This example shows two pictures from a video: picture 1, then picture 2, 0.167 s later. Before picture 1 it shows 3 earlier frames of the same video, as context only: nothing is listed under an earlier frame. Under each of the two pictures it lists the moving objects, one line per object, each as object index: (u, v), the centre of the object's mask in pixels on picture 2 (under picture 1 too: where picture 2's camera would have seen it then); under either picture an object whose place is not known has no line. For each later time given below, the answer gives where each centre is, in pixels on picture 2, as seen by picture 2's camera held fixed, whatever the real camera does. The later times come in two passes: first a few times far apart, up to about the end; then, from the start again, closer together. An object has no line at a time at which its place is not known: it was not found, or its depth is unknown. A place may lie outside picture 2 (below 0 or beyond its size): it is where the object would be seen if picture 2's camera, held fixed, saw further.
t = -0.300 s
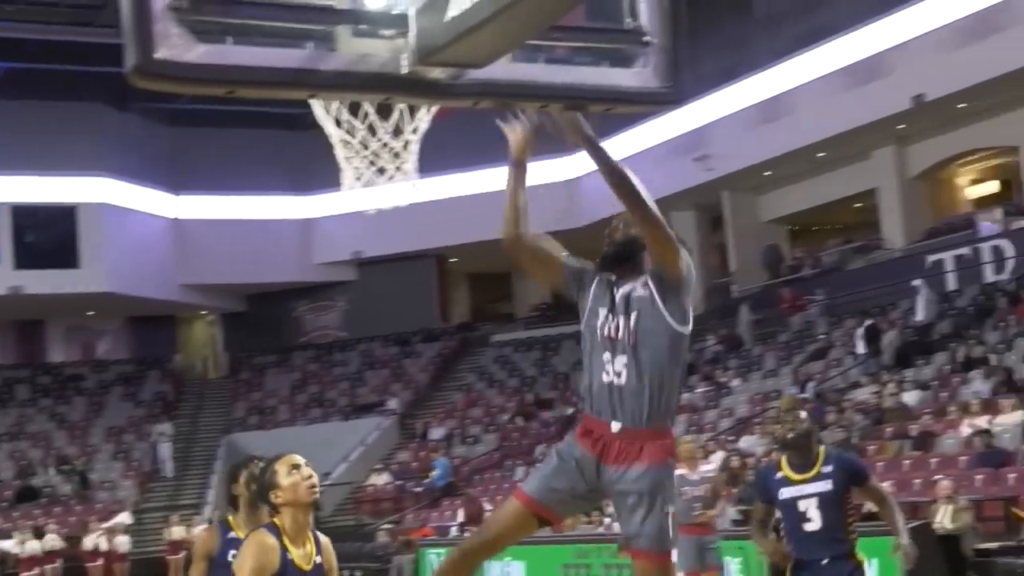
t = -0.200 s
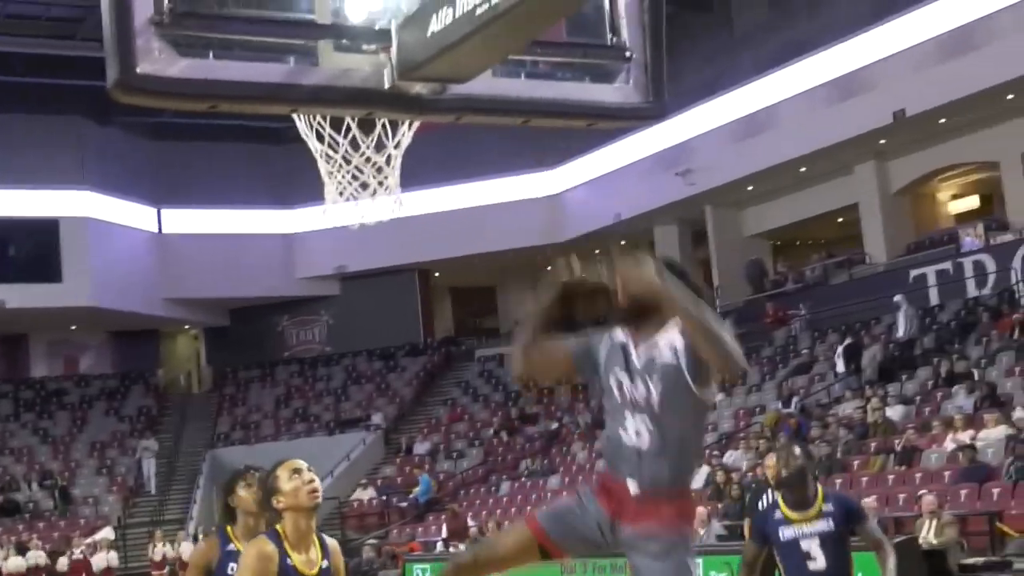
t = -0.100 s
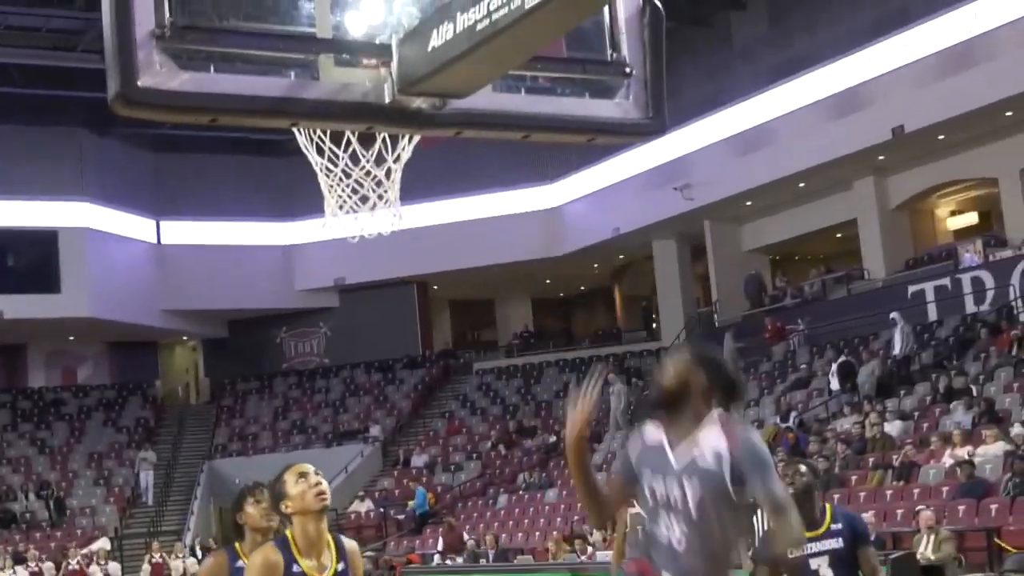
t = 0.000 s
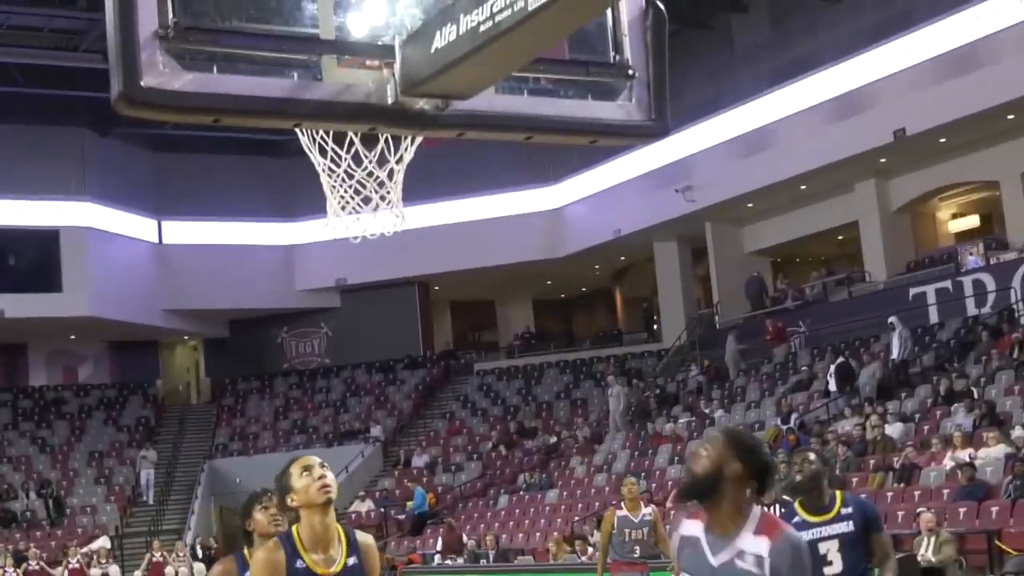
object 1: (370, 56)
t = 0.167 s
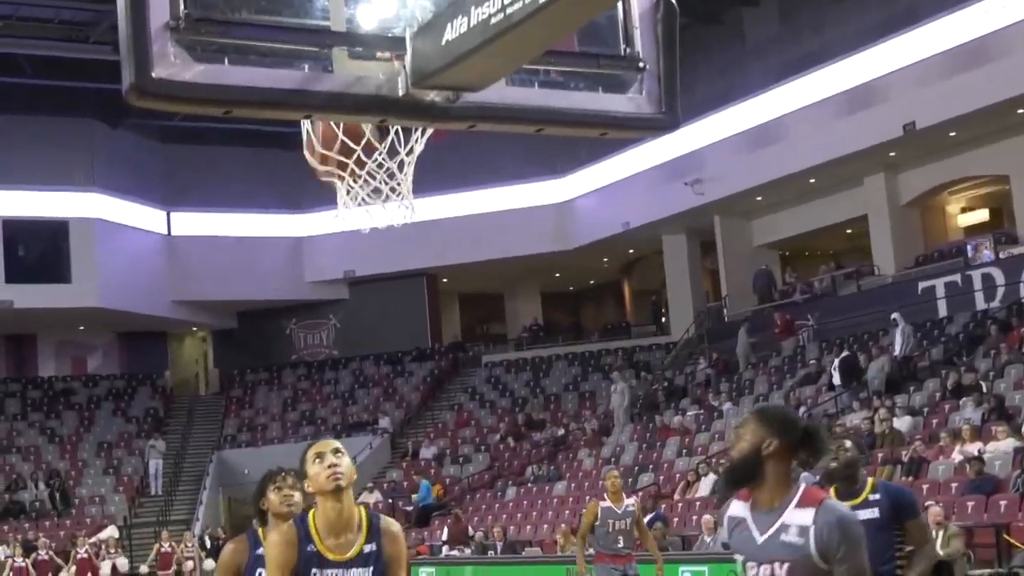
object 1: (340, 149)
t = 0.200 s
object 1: (336, 163)
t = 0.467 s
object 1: (370, 287)
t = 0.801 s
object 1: (434, 739)
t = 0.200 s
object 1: (336, 163)
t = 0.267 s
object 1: (338, 179)
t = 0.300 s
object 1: (345, 197)
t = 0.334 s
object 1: (347, 212)
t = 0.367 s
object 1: (353, 222)
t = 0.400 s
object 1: (358, 237)
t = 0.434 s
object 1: (364, 262)
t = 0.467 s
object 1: (370, 287)
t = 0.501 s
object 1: (375, 315)
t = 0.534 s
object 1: (381, 347)
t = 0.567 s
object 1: (388, 384)
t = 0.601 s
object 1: (394, 421)
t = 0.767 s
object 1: (427, 675)
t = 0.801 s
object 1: (434, 739)
